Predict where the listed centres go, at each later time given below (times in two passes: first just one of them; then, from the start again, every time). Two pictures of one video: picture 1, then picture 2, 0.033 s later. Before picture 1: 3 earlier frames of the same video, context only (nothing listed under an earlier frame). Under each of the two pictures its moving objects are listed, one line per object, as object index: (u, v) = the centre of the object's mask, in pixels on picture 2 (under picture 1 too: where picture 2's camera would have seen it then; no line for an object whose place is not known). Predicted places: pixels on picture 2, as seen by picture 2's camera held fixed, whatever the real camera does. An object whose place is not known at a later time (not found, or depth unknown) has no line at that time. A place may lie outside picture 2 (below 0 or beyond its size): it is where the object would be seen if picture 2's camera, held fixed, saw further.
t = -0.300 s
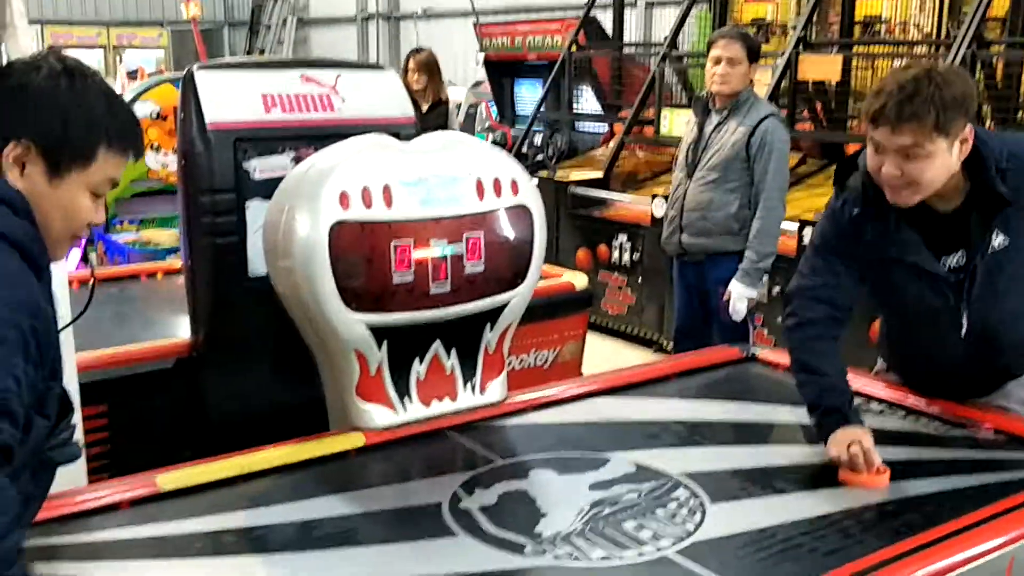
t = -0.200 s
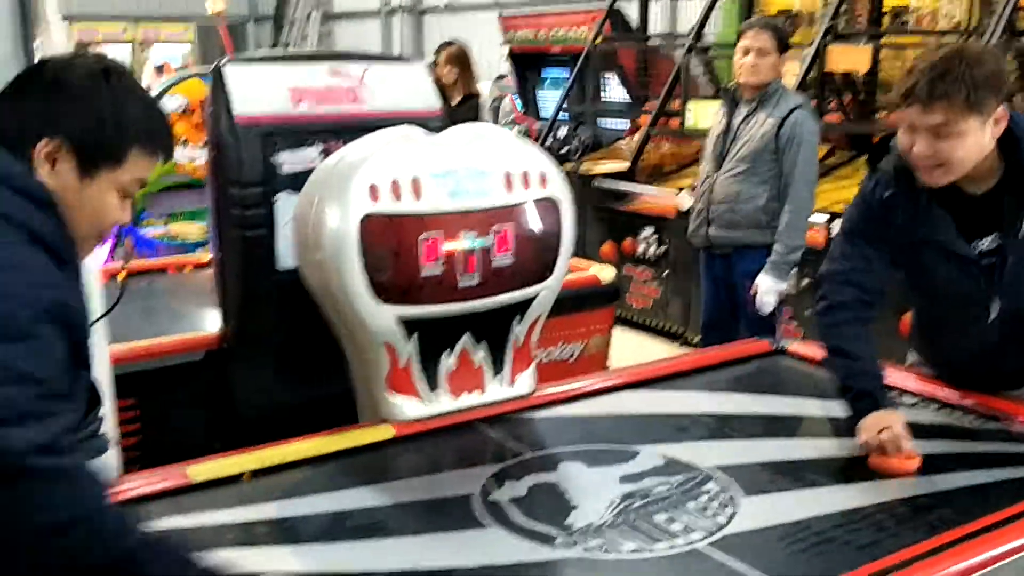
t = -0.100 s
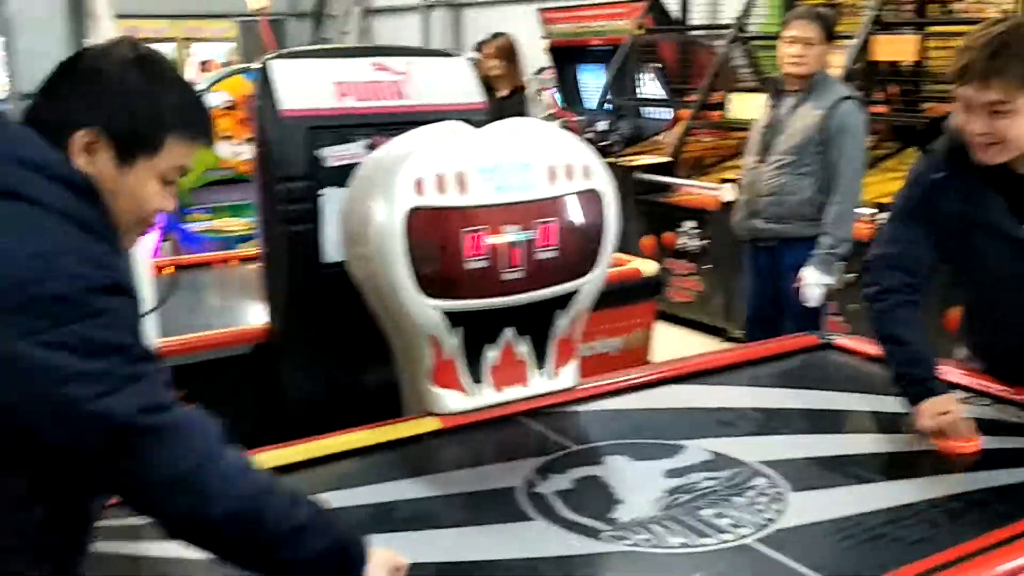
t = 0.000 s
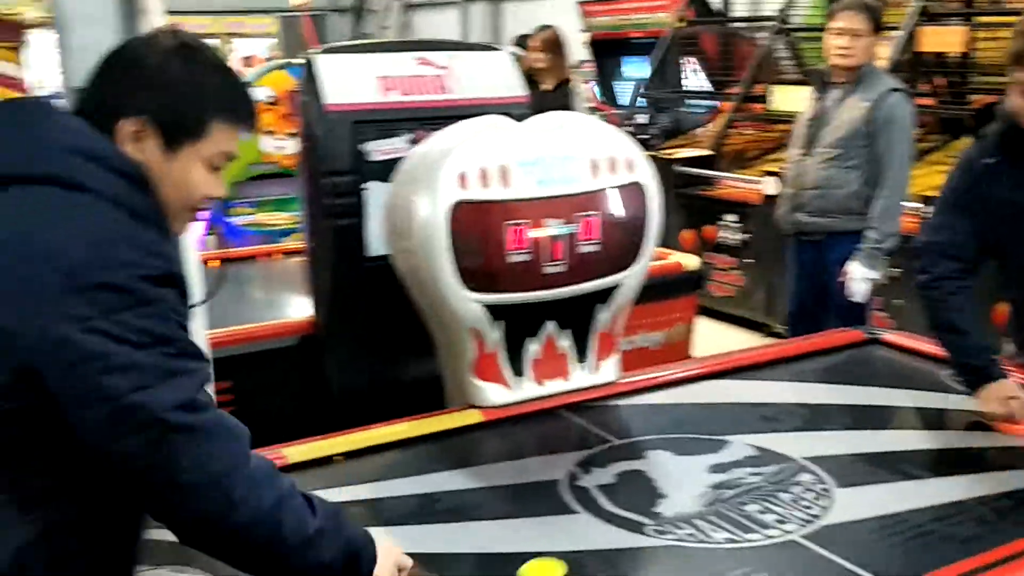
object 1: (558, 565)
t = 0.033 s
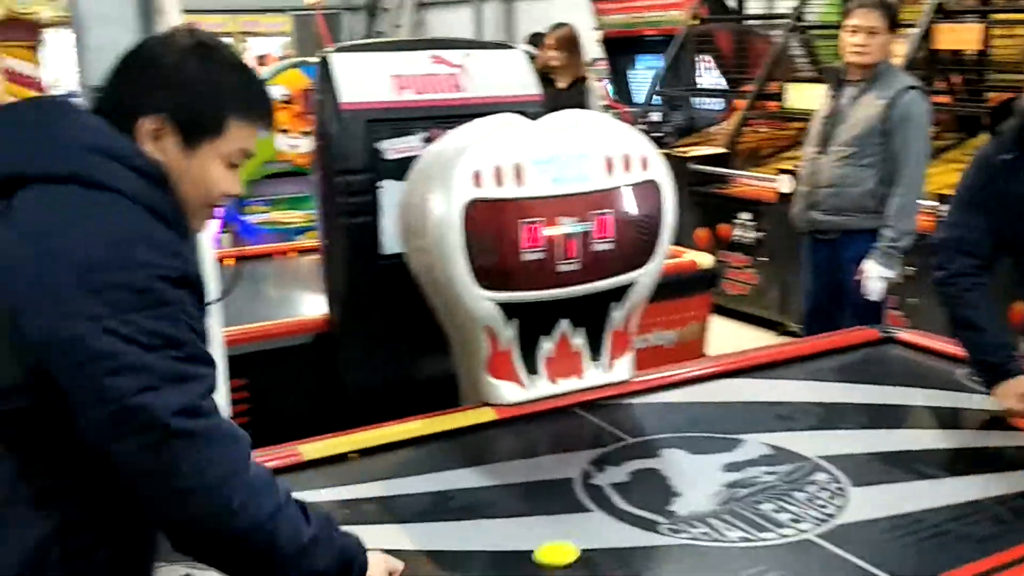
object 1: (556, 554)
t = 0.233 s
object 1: (556, 476)
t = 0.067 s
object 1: (557, 540)
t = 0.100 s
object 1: (557, 525)
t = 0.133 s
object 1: (557, 512)
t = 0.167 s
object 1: (557, 499)
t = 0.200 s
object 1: (556, 488)
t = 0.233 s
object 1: (556, 476)
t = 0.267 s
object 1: (556, 465)
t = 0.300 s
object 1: (555, 455)
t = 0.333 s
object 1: (555, 445)
